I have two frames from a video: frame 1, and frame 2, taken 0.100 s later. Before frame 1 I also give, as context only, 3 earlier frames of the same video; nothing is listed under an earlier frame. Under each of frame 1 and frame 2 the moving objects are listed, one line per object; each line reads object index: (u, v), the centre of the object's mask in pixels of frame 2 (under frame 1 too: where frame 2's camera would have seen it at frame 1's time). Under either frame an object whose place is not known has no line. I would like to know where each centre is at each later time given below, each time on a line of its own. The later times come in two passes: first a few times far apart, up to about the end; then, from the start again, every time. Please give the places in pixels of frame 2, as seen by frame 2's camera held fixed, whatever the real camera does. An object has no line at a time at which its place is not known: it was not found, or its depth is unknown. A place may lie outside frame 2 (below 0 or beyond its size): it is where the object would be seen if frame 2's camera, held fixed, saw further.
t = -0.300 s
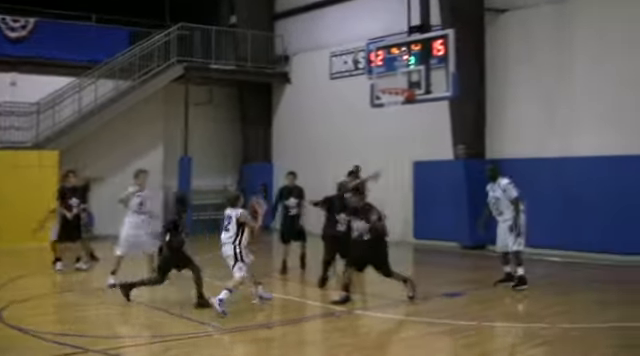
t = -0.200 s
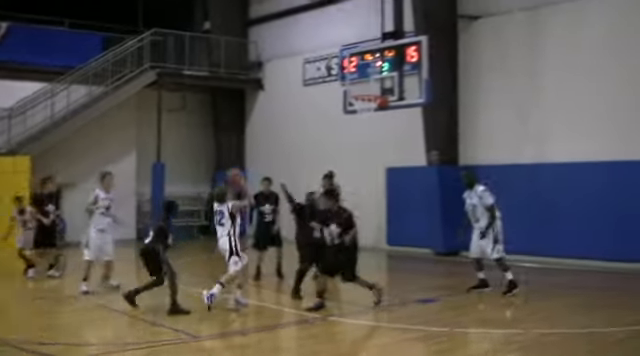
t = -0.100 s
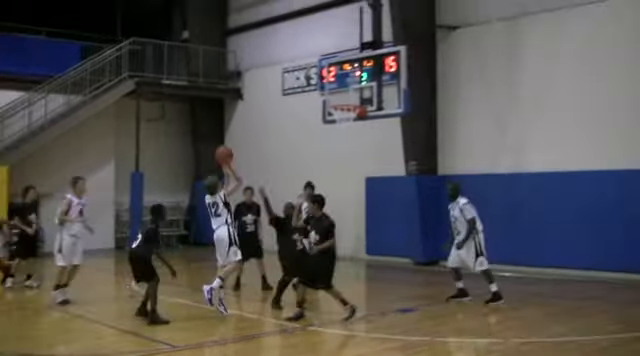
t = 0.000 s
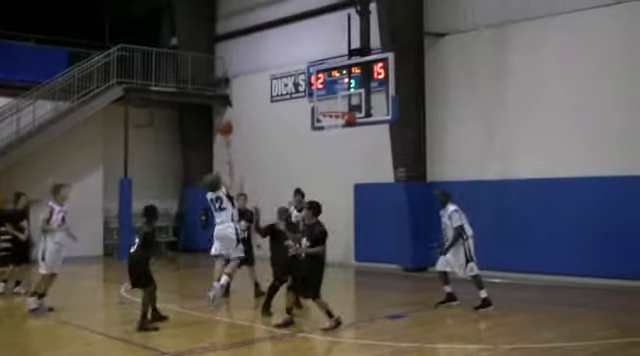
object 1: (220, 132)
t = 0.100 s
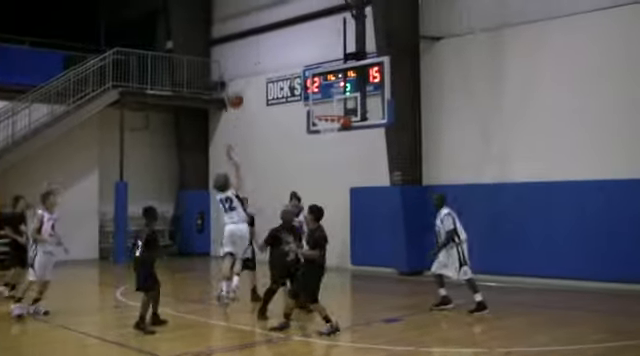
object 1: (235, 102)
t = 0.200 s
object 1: (249, 77)
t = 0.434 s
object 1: (278, 53)
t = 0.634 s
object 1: (301, 60)
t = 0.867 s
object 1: (326, 99)
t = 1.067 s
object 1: (326, 105)
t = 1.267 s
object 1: (319, 108)
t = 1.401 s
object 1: (314, 125)
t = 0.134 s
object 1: (240, 92)
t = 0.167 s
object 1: (244, 85)
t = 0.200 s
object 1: (249, 77)
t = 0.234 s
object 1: (253, 71)
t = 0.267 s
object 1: (257, 67)
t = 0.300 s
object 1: (262, 63)
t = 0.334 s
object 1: (266, 59)
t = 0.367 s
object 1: (270, 56)
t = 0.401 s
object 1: (274, 54)
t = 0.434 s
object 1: (278, 53)
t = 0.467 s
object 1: (282, 53)
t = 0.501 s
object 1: (286, 53)
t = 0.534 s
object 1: (290, 53)
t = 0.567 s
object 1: (293, 55)
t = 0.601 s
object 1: (297, 57)
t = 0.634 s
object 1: (301, 60)
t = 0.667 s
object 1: (304, 63)
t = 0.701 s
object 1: (307, 67)
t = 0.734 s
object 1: (310, 71)
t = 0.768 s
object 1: (316, 78)
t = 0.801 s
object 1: (316, 85)
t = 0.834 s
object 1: (322, 90)
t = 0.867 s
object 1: (326, 99)
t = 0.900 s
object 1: (328, 106)
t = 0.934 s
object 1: (331, 113)
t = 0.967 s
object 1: (330, 111)
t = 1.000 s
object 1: (329, 108)
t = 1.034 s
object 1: (328, 106)
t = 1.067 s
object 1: (326, 105)
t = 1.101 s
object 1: (325, 104)
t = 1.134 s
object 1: (324, 104)
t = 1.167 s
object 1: (323, 104)
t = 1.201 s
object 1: (321, 105)
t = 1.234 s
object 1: (321, 106)
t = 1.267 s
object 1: (319, 108)
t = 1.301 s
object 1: (318, 110)
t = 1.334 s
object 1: (317, 114)
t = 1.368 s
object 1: (316, 119)
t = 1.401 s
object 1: (314, 125)
